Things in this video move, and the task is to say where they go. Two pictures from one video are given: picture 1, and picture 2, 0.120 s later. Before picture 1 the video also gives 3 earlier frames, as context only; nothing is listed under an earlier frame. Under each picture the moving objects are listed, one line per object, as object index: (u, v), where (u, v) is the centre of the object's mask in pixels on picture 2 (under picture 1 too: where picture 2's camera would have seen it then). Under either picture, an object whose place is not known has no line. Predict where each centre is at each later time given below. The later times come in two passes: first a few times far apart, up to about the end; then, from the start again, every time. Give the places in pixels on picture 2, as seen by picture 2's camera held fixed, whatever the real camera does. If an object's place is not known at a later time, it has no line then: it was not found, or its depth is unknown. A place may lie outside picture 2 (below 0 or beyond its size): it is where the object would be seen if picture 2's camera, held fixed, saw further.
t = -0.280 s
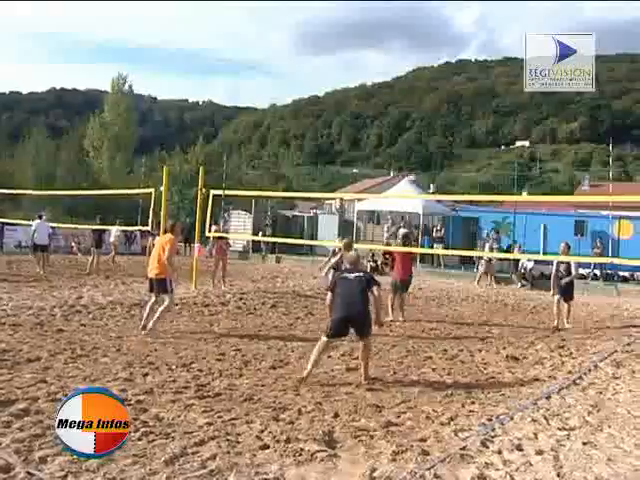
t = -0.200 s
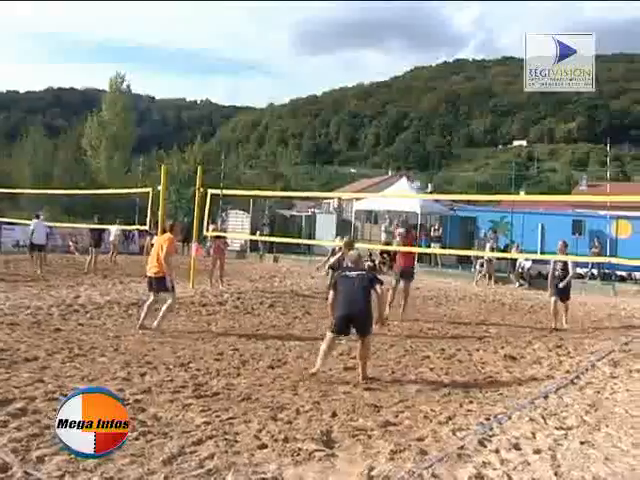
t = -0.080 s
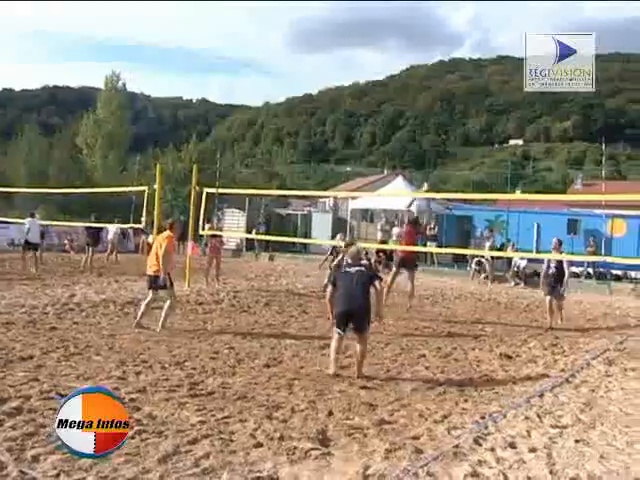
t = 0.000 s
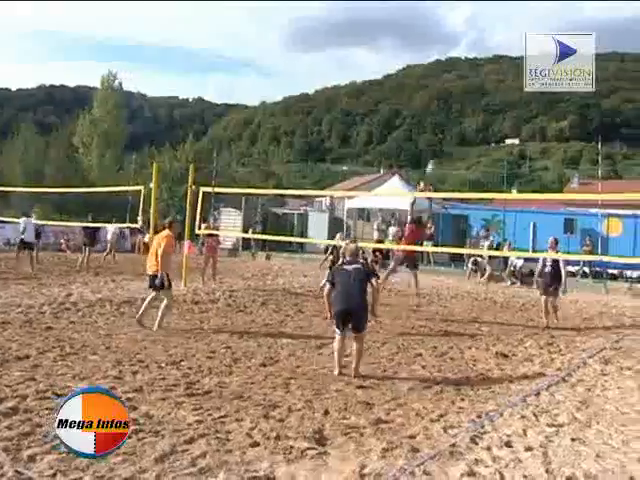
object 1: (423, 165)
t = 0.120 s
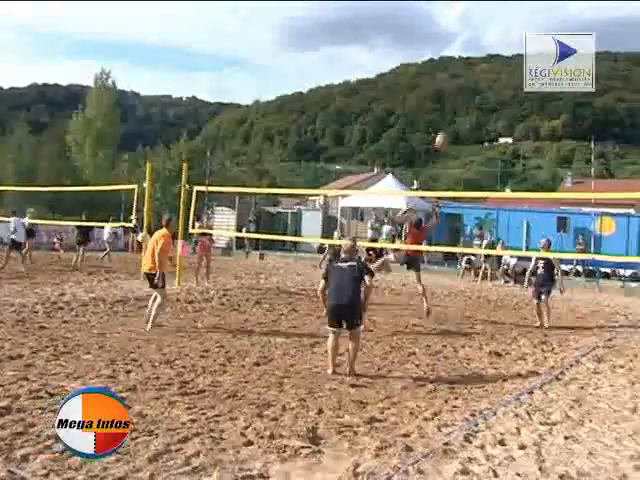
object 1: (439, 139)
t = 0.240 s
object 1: (454, 120)
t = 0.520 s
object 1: (488, 105)
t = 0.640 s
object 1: (504, 111)
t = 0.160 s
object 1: (445, 131)
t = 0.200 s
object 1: (450, 125)
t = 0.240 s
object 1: (454, 120)
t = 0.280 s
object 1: (459, 115)
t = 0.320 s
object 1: (464, 110)
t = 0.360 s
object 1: (469, 109)
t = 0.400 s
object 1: (474, 106)
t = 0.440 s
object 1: (479, 105)
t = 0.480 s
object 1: (484, 105)
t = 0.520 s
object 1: (488, 105)
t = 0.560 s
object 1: (494, 106)
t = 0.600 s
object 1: (499, 109)
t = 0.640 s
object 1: (504, 111)
